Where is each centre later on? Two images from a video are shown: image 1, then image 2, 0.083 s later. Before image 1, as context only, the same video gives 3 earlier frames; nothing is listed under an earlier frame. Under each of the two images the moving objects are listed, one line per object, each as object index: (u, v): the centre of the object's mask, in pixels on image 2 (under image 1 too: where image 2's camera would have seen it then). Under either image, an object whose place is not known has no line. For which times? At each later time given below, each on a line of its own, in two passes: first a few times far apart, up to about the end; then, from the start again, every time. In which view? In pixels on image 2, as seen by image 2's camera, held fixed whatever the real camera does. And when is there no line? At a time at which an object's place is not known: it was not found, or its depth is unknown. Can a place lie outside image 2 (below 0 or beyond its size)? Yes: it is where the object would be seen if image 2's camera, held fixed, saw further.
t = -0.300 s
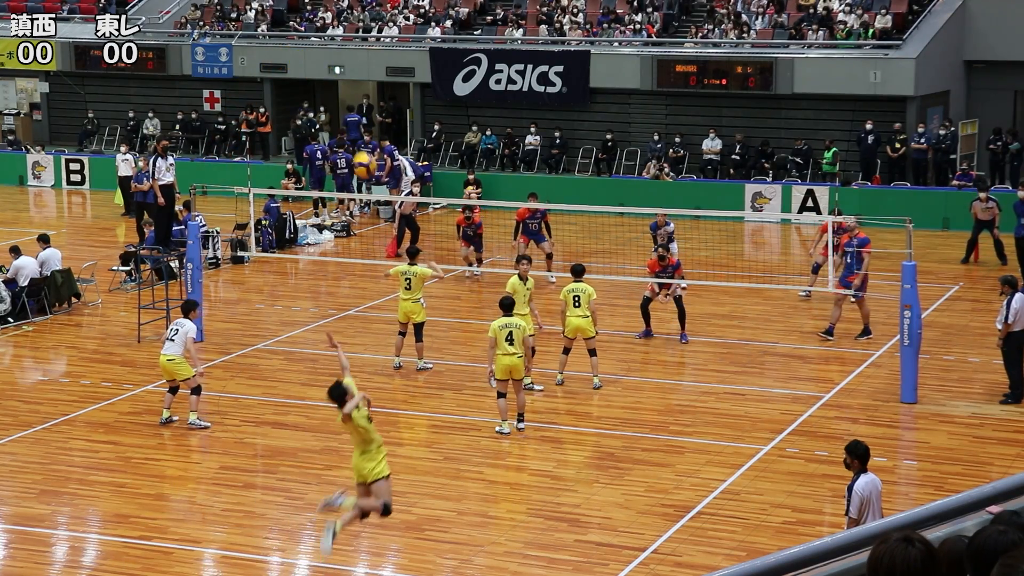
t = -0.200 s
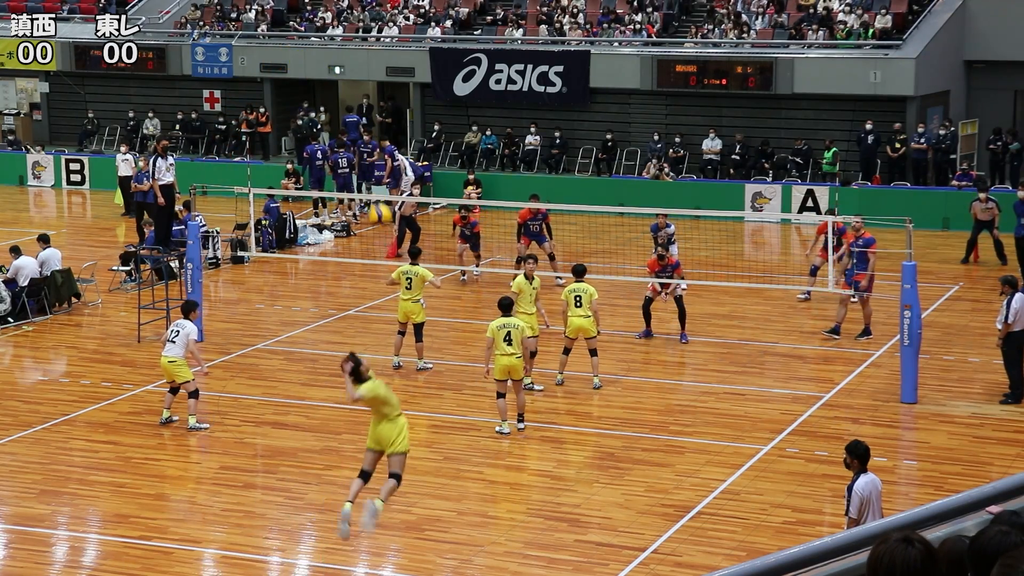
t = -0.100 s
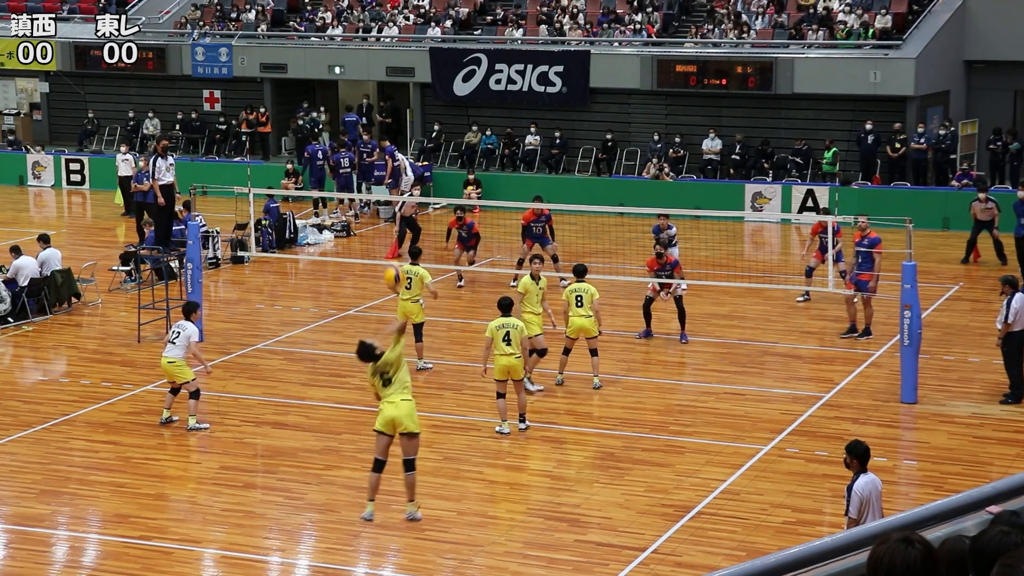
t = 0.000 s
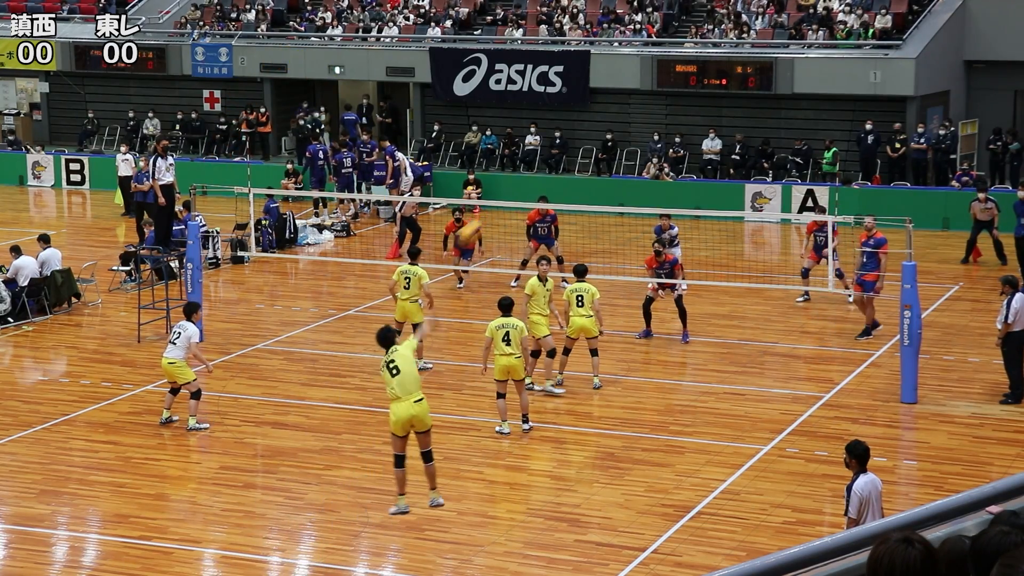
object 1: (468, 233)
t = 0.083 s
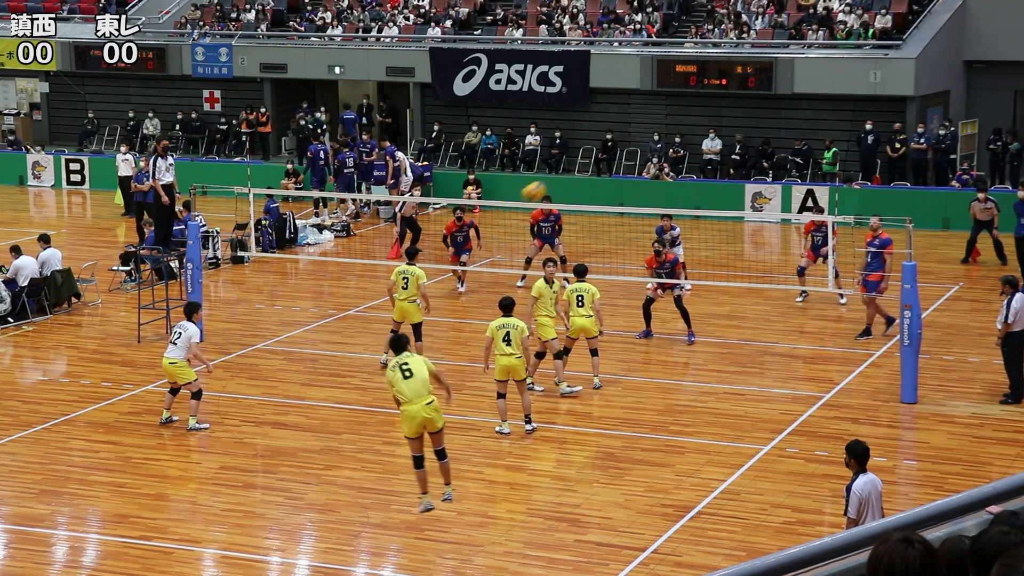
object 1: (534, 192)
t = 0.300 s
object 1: (644, 162)
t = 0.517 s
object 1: (713, 194)
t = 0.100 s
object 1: (545, 185)
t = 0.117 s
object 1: (555, 181)
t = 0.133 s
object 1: (565, 177)
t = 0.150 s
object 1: (575, 173)
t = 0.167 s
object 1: (584, 170)
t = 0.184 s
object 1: (593, 167)
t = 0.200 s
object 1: (601, 165)
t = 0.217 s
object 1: (608, 164)
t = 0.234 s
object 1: (616, 163)
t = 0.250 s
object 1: (624, 162)
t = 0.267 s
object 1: (631, 162)
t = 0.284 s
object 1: (638, 161)
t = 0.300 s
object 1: (644, 162)
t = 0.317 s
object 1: (651, 163)
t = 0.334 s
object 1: (657, 164)
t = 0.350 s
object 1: (663, 165)
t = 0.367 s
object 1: (670, 167)
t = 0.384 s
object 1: (675, 169)
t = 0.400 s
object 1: (680, 170)
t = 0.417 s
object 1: (686, 173)
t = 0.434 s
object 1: (691, 177)
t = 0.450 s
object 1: (696, 180)
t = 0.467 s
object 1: (700, 183)
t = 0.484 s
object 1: (705, 187)
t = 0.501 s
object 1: (709, 190)
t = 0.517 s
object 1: (713, 194)
